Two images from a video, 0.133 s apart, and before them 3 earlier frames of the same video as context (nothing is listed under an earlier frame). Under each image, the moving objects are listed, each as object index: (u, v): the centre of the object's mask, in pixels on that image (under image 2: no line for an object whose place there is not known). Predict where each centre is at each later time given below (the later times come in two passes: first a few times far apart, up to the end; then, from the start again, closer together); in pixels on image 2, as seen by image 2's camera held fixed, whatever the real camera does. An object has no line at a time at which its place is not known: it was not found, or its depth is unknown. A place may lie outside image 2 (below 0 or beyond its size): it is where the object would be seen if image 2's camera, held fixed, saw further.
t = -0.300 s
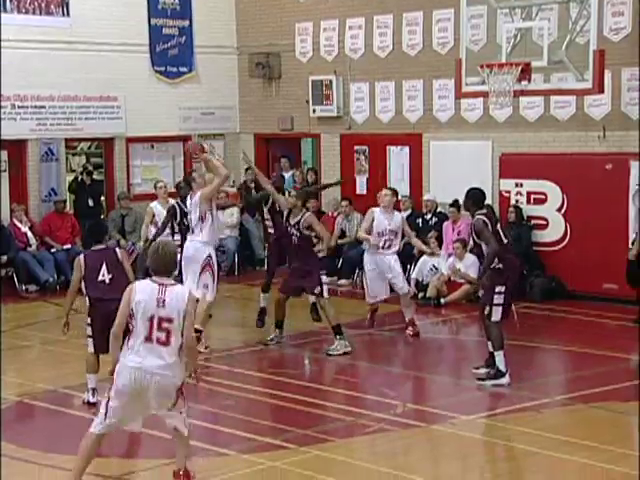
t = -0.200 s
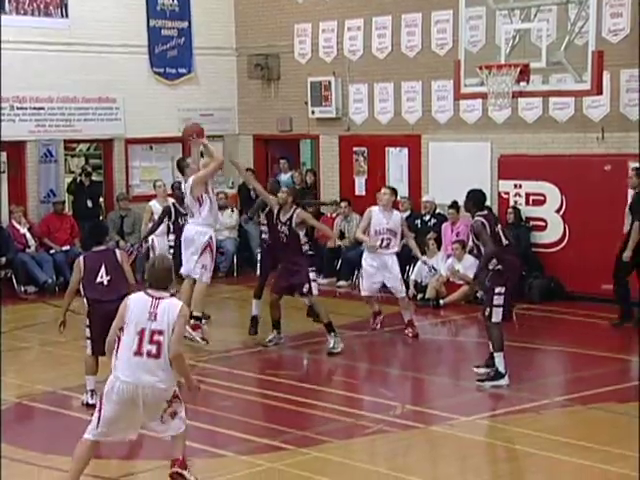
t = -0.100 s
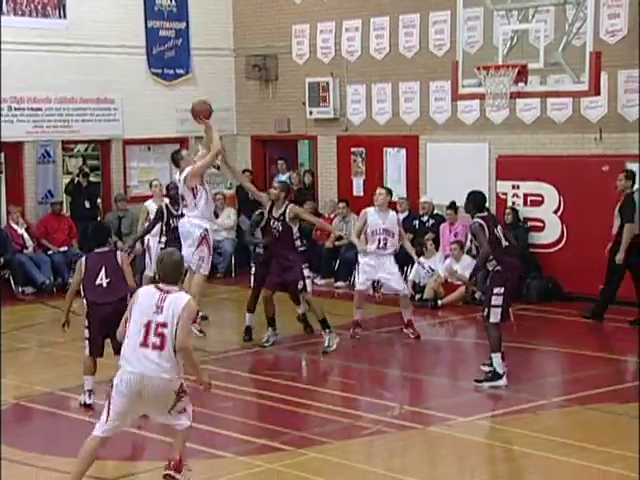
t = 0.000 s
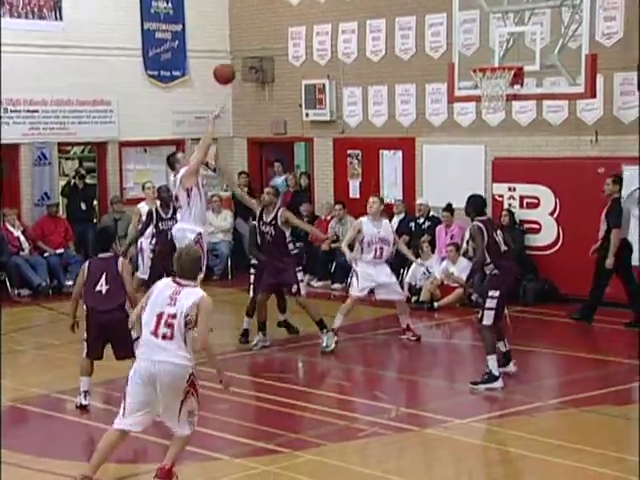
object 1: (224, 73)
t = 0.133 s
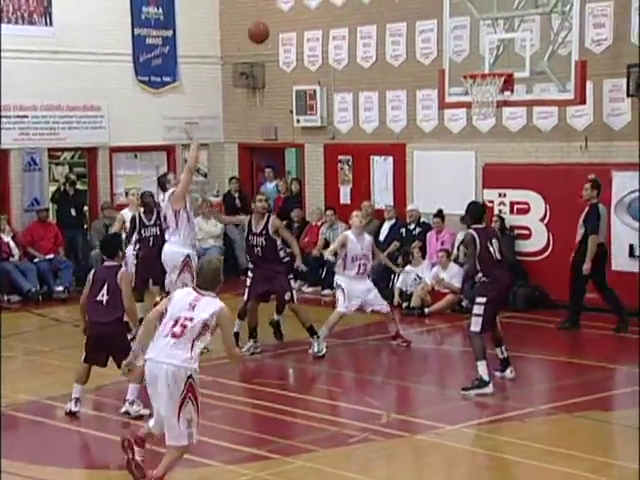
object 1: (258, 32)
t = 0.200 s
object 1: (280, 15)
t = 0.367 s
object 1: (334, -4)
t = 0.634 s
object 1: (423, 3)
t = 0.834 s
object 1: (488, 55)
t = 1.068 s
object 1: (514, 7)
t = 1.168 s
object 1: (523, -1)
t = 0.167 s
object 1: (269, 23)
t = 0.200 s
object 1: (280, 15)
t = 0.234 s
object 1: (291, 7)
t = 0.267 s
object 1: (302, 3)
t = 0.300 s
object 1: (313, 0)
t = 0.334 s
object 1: (324, -2)
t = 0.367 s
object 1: (334, -4)
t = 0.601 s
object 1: (412, 0)
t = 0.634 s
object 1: (423, 3)
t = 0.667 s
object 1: (434, 8)
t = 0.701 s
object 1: (445, 16)
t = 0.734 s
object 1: (456, 24)
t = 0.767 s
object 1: (466, 34)
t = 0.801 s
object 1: (477, 44)
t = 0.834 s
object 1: (488, 55)
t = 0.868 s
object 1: (496, 61)
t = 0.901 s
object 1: (499, 50)
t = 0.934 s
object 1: (502, 39)
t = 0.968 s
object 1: (505, 29)
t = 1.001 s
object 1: (508, 21)
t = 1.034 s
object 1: (511, 14)
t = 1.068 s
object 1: (514, 7)
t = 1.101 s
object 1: (517, 2)
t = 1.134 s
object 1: (520, 0)
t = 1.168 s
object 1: (523, -1)
